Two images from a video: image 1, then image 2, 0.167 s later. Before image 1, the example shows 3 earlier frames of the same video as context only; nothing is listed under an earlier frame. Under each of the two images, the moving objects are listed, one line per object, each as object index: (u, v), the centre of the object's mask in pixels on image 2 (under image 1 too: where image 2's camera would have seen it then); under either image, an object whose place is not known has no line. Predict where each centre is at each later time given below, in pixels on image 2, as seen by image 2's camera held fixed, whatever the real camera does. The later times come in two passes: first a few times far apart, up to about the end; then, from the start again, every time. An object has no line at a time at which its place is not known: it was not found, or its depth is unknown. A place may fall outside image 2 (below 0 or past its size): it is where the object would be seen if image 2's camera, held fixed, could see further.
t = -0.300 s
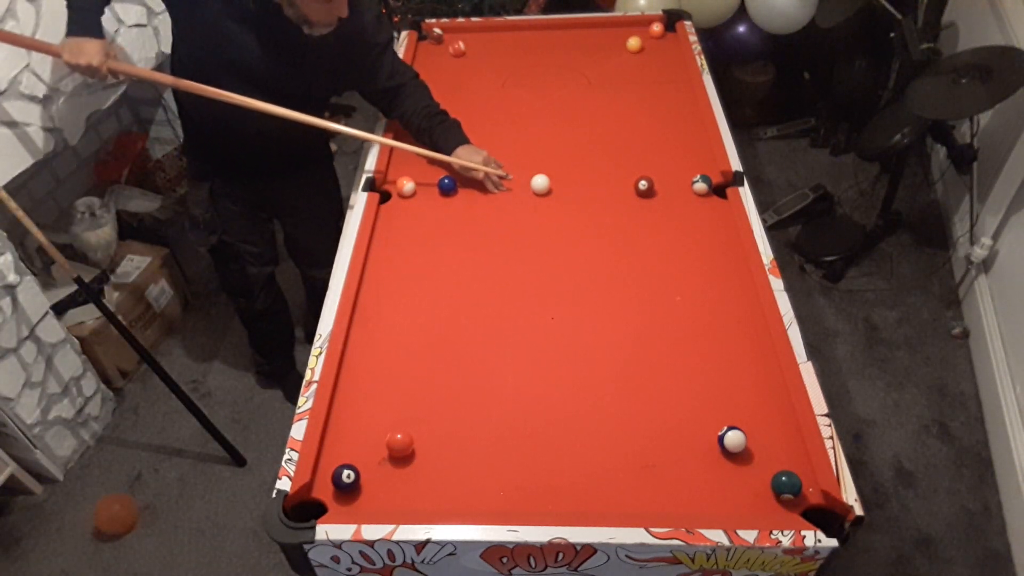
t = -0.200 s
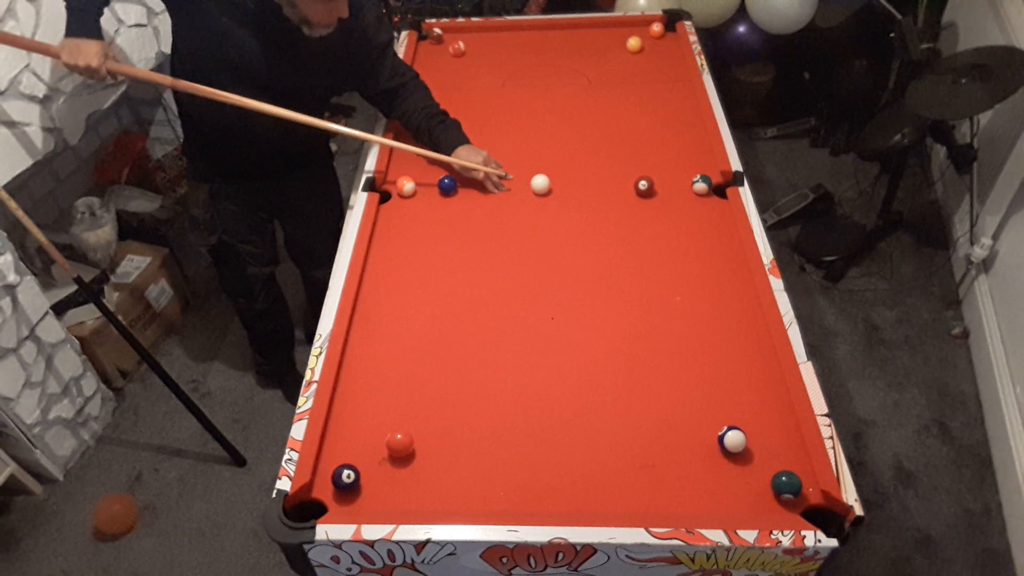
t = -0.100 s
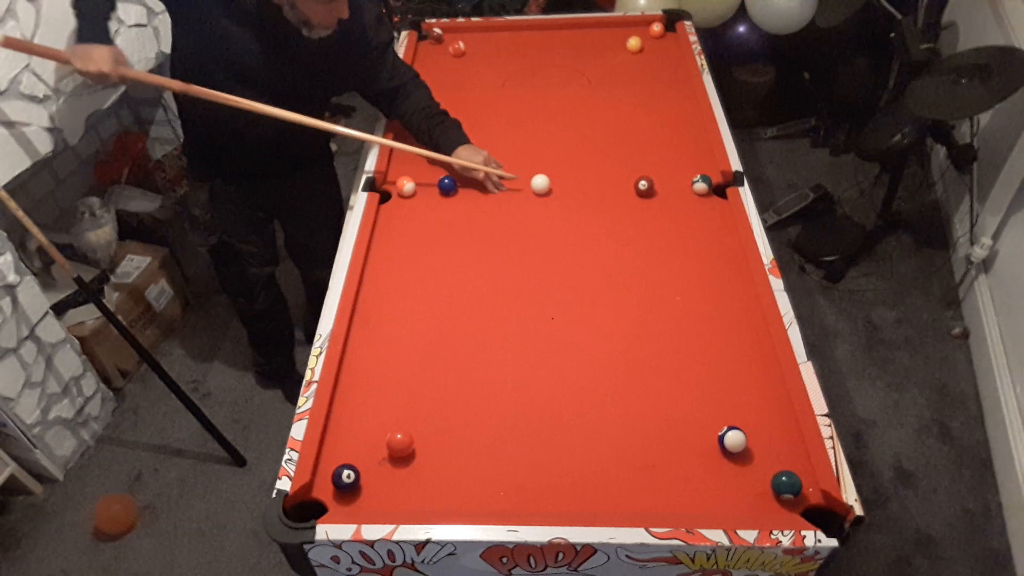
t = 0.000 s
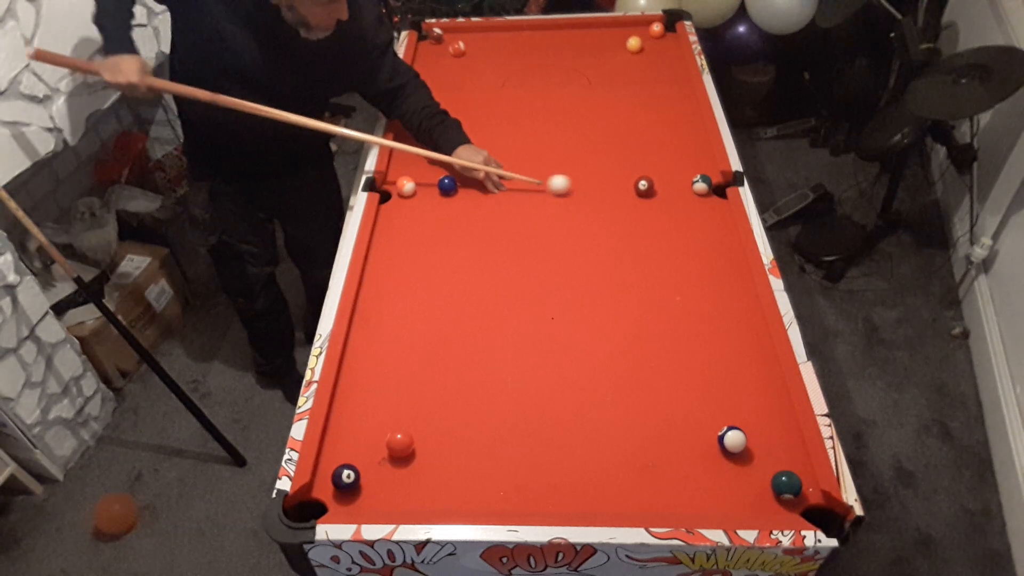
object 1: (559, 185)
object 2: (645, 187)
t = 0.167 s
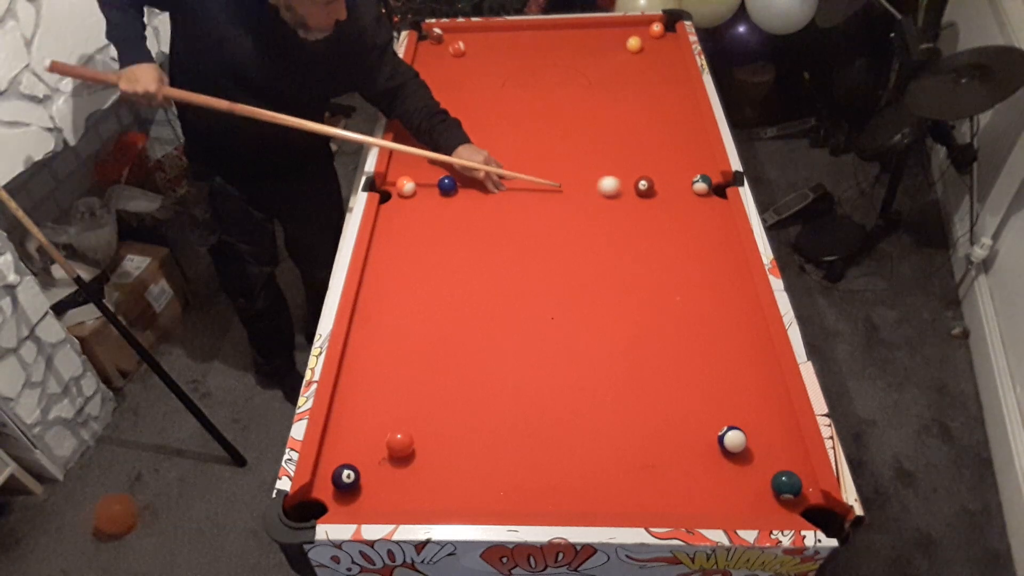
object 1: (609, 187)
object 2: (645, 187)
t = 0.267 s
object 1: (626, 189)
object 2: (657, 187)
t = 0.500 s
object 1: (644, 193)
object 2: (685, 186)
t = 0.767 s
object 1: (662, 199)
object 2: (696, 187)
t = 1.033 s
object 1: (678, 204)
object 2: (705, 188)
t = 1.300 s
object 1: (694, 209)
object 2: (715, 190)
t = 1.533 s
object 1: (706, 214)
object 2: (715, 190)
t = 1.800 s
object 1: (719, 219)
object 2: (716, 191)
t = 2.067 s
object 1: (722, 223)
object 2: (716, 191)
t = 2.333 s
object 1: (722, 226)
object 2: (716, 191)
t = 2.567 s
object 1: (723, 227)
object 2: (716, 191)
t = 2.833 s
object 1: (723, 227)
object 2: (716, 191)
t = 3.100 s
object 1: (723, 227)
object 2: (716, 191)
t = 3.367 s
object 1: (723, 227)
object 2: (716, 191)
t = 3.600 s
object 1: (723, 227)
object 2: (716, 191)
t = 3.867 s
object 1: (723, 227)
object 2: (716, 191)
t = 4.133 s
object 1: (723, 227)
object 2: (716, 191)
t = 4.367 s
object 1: (723, 227)
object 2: (716, 191)
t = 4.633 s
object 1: (723, 227)
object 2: (716, 191)
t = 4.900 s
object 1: (723, 227)
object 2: (716, 191)
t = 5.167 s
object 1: (723, 226)
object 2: (716, 191)
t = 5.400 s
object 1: (723, 227)
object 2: (716, 191)
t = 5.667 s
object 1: (723, 227)
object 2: (716, 191)
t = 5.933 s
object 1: (723, 226)
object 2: (716, 191)
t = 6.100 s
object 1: (723, 227)
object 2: (716, 191)
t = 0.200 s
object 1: (618, 187)
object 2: (645, 187)
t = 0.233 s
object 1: (624, 188)
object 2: (649, 187)
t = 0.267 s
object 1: (626, 189)
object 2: (657, 187)
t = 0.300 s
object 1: (628, 189)
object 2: (663, 187)
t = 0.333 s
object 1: (631, 190)
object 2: (669, 187)
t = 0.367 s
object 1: (634, 191)
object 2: (675, 187)
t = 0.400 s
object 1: (636, 191)
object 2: (680, 186)
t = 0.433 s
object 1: (639, 192)
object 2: (683, 186)
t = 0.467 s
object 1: (641, 193)
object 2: (684, 186)
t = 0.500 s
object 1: (644, 193)
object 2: (685, 186)
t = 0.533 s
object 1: (646, 194)
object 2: (687, 186)
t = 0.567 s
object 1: (649, 195)
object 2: (688, 186)
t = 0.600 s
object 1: (651, 195)
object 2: (689, 186)
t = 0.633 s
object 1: (653, 196)
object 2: (691, 186)
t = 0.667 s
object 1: (655, 197)
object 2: (692, 186)
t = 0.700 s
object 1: (658, 197)
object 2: (693, 186)
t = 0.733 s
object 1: (660, 198)
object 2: (695, 186)
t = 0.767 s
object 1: (662, 199)
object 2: (696, 187)
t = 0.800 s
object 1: (664, 199)
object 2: (697, 187)
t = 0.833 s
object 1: (666, 200)
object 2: (698, 187)
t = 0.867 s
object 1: (668, 201)
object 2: (700, 187)
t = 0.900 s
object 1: (671, 201)
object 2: (701, 187)
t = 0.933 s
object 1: (672, 202)
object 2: (702, 187)
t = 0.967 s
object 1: (675, 203)
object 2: (703, 187)
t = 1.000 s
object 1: (676, 203)
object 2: (704, 187)
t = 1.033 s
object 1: (678, 204)
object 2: (705, 188)
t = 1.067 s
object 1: (681, 205)
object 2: (707, 188)
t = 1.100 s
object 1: (682, 205)
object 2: (707, 188)
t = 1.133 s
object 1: (684, 206)
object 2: (708, 188)
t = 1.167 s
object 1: (686, 207)
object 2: (710, 188)
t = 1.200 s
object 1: (688, 207)
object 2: (711, 189)
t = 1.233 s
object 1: (690, 208)
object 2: (713, 189)
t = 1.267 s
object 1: (692, 209)
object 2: (713, 189)
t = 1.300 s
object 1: (694, 209)
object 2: (715, 190)
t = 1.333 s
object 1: (695, 210)
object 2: (715, 190)
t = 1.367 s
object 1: (697, 210)
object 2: (716, 190)
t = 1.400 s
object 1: (699, 211)
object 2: (716, 190)
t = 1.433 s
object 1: (701, 212)
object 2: (716, 190)
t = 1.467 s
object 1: (702, 213)
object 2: (715, 190)
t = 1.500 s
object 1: (704, 213)
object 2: (715, 190)
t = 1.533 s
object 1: (706, 214)
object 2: (715, 190)
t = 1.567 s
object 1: (708, 214)
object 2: (715, 190)
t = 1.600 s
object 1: (709, 215)
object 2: (715, 190)
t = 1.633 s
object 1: (711, 216)
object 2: (715, 190)
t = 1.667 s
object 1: (713, 216)
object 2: (715, 190)
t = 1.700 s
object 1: (715, 217)
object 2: (716, 191)
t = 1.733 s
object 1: (716, 218)
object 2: (716, 191)
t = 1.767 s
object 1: (718, 218)
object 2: (716, 191)
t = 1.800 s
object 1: (719, 219)
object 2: (716, 191)
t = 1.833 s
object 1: (721, 220)
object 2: (716, 191)
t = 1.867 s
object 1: (723, 220)
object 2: (716, 191)
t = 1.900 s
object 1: (724, 221)
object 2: (716, 191)
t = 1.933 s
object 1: (723, 221)
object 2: (716, 191)
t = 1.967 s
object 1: (723, 222)
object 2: (716, 191)
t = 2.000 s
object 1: (722, 222)
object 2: (716, 191)
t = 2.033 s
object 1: (722, 222)
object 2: (716, 191)
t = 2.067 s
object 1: (722, 223)
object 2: (716, 191)
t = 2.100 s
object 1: (722, 223)
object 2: (716, 191)
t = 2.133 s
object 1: (722, 223)
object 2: (716, 191)
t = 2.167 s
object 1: (722, 224)
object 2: (716, 191)
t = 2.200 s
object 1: (722, 225)
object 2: (716, 191)
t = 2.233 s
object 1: (722, 225)
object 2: (716, 191)
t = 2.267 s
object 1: (722, 225)
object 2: (716, 191)
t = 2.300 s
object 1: (722, 225)
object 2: (716, 191)
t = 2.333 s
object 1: (722, 226)
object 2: (716, 191)
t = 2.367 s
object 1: (722, 226)
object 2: (716, 191)
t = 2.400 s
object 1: (722, 226)
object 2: (716, 191)
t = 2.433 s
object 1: (723, 226)
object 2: (716, 191)
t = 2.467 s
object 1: (723, 226)
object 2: (716, 191)
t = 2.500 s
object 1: (723, 226)
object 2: (716, 191)
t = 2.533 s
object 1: (723, 226)
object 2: (716, 191)
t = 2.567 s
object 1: (723, 227)
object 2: (716, 191)
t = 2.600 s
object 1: (723, 227)
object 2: (716, 191)
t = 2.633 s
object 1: (723, 227)
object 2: (716, 191)
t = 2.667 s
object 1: (723, 227)
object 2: (716, 191)
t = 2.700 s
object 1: (723, 227)
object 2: (716, 191)
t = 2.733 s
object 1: (723, 227)
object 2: (716, 191)
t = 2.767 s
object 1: (723, 227)
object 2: (716, 191)
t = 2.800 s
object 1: (723, 227)
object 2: (716, 191)
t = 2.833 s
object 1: (723, 227)
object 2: (716, 191)
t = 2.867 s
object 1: (723, 227)
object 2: (716, 191)
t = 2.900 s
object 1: (723, 227)
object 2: (716, 191)
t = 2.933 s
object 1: (723, 227)
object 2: (716, 191)
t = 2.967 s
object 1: (723, 227)
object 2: (716, 191)
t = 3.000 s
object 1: (723, 227)
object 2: (716, 191)
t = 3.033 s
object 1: (723, 227)
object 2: (716, 191)
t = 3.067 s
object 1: (723, 227)
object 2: (716, 191)
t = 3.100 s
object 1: (723, 227)
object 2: (716, 191)
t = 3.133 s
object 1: (723, 227)
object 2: (716, 191)
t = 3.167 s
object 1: (723, 227)
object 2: (716, 191)
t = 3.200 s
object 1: (723, 227)
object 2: (716, 191)
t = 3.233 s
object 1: (723, 227)
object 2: (716, 191)
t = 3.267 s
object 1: (723, 227)
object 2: (716, 191)
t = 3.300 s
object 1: (723, 227)
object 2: (716, 191)
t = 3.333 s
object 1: (723, 227)
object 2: (716, 191)
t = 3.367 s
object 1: (723, 227)
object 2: (716, 191)
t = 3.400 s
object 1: (723, 227)
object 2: (716, 191)
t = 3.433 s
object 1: (723, 227)
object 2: (716, 191)
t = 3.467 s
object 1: (723, 227)
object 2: (716, 191)
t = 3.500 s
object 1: (723, 227)
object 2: (716, 191)
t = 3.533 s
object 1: (723, 227)
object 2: (716, 191)
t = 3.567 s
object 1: (723, 227)
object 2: (716, 191)
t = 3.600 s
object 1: (723, 227)
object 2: (716, 191)
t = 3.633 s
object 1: (723, 227)
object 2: (716, 191)
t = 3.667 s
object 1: (723, 227)
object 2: (716, 191)
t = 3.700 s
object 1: (723, 227)
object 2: (716, 191)
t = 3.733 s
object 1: (723, 227)
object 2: (716, 191)
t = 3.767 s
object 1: (723, 227)
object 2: (716, 191)
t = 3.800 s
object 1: (723, 227)
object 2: (716, 191)
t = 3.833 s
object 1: (723, 227)
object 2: (716, 191)
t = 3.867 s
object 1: (723, 227)
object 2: (716, 191)
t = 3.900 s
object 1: (723, 227)
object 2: (716, 191)
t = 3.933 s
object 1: (723, 227)
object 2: (716, 191)
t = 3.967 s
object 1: (723, 227)
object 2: (716, 191)
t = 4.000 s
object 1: (723, 227)
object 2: (716, 191)
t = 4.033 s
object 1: (723, 227)
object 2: (716, 191)
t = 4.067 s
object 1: (723, 227)
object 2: (716, 191)
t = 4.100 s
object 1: (723, 227)
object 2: (716, 191)
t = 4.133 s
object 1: (723, 227)
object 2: (716, 191)
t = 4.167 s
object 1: (723, 227)
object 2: (716, 191)
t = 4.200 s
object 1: (723, 227)
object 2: (716, 191)
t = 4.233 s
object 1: (723, 227)
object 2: (716, 191)
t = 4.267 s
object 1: (723, 227)
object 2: (716, 191)
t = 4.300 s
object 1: (723, 227)
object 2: (716, 191)
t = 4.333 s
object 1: (723, 227)
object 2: (716, 191)
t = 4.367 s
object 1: (723, 227)
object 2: (716, 191)
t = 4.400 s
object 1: (723, 227)
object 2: (716, 191)
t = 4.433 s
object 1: (723, 227)
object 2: (716, 191)
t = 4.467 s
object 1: (723, 227)
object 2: (716, 191)
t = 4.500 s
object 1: (723, 227)
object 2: (716, 191)
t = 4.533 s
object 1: (723, 227)
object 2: (716, 191)
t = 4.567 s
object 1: (723, 227)
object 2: (716, 191)
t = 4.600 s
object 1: (723, 227)
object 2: (716, 191)
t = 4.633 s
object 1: (723, 227)
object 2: (716, 191)
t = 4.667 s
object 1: (723, 227)
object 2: (716, 191)
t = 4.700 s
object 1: (723, 227)
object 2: (716, 191)
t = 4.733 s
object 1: (723, 227)
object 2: (716, 191)
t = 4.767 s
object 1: (723, 227)
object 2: (716, 191)
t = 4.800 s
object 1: (723, 227)
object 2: (716, 191)
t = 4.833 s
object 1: (723, 227)
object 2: (716, 191)
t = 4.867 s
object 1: (723, 227)
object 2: (716, 191)
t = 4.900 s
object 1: (723, 227)
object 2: (716, 191)
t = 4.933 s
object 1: (723, 227)
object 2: (716, 191)
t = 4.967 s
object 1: (723, 227)
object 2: (716, 191)
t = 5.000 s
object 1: (723, 227)
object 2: (716, 191)
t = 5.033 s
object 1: (723, 227)
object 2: (716, 191)
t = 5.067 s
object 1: (723, 227)
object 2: (716, 191)
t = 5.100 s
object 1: (723, 227)
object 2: (716, 191)
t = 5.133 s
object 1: (723, 226)
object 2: (716, 191)
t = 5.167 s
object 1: (723, 226)
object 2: (716, 191)
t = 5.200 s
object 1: (723, 227)
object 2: (716, 191)
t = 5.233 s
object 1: (723, 227)
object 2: (716, 191)
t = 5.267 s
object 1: (723, 227)
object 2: (716, 191)
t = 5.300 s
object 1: (723, 227)
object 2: (716, 191)
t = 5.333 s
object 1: (723, 227)
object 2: (716, 191)
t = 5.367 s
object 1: (723, 227)
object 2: (716, 191)
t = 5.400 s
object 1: (723, 227)
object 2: (716, 191)
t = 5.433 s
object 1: (723, 227)
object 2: (716, 191)
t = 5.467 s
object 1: (723, 227)
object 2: (716, 191)
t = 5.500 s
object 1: (723, 227)
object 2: (716, 191)
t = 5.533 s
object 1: (723, 227)
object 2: (716, 191)
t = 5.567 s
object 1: (723, 227)
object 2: (716, 191)
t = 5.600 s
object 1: (723, 227)
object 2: (716, 191)
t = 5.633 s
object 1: (723, 227)
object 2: (716, 191)
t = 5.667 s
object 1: (723, 227)
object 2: (716, 191)
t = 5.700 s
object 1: (723, 227)
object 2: (716, 191)
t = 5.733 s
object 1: (723, 227)
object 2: (716, 191)
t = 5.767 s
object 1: (723, 227)
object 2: (716, 191)
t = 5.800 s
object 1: (724, 225)
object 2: (716, 191)
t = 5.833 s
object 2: (716, 191)
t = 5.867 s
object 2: (716, 191)
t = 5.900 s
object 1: (721, 222)
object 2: (716, 191)
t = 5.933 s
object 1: (723, 226)
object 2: (716, 191)
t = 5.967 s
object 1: (723, 227)
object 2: (716, 191)
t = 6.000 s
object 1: (723, 226)
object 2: (716, 191)
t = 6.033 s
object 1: (723, 227)
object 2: (716, 191)
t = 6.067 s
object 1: (723, 227)
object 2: (716, 191)
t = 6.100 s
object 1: (723, 227)
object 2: (716, 191)
